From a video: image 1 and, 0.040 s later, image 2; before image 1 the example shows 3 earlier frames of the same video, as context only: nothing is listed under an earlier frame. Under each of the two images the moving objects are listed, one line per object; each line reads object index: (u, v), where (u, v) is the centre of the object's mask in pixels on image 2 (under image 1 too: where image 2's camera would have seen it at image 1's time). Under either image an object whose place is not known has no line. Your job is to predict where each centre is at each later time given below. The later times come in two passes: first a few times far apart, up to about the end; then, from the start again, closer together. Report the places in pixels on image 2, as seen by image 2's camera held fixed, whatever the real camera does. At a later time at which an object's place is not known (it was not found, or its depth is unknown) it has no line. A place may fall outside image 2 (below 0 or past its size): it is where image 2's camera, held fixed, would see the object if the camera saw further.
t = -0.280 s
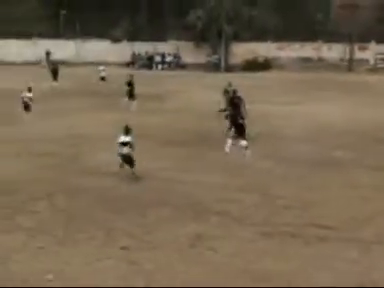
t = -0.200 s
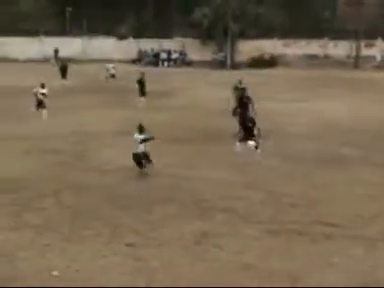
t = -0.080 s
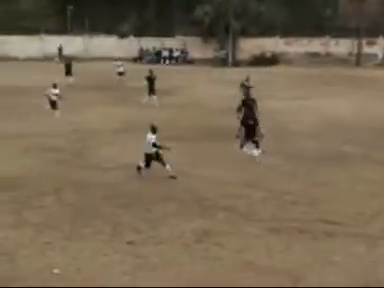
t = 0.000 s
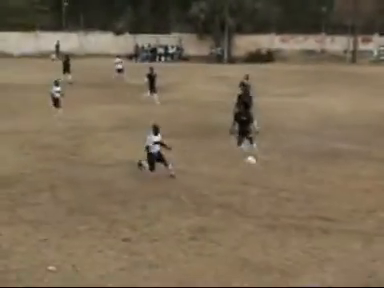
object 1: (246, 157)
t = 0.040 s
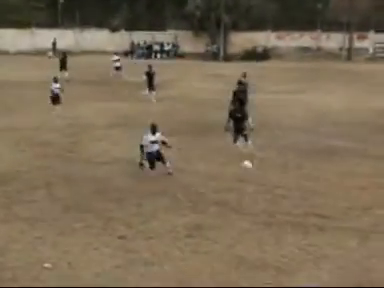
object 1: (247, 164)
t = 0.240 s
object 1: (246, 216)
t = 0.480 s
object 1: (241, 238)
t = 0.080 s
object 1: (246, 172)
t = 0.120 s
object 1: (246, 181)
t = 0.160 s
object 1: (246, 192)
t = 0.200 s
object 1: (245, 203)
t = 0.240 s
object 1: (246, 216)
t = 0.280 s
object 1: (245, 230)
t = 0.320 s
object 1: (244, 241)
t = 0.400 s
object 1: (243, 238)
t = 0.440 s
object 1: (242, 238)
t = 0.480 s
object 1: (241, 238)
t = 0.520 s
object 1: (242, 240)
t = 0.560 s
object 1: (241, 243)
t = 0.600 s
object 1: (240, 247)
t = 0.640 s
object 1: (239, 252)
